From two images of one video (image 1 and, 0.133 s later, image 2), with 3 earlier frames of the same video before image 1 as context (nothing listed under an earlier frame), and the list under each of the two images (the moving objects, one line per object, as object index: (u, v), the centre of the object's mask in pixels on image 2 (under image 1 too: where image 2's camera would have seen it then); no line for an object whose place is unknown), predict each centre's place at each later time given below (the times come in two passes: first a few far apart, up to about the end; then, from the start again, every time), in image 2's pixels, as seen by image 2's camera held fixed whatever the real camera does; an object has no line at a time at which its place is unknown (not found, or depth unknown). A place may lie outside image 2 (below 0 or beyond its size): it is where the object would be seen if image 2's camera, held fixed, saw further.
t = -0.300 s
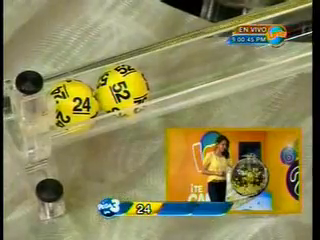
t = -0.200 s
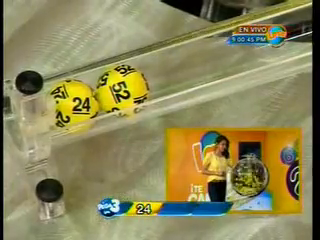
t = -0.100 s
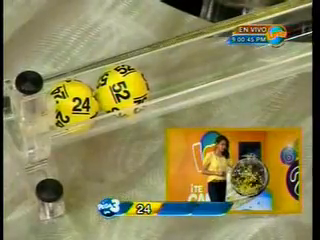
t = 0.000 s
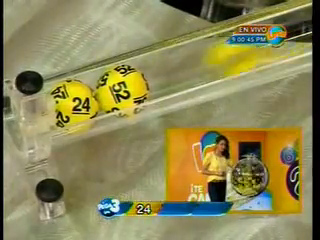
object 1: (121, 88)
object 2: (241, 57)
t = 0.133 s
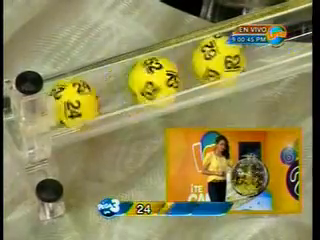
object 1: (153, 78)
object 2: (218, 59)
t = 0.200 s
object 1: (155, 78)
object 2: (220, 60)
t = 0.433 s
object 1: (123, 83)
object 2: (176, 63)
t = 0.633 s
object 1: (124, 85)
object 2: (173, 64)
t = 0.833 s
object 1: (124, 84)
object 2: (173, 64)
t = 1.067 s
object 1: (124, 84)
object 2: (173, 64)
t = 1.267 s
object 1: (124, 84)
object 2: (173, 64)
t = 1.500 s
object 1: (124, 85)
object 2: (173, 64)
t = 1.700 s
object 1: (123, 85)
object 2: (173, 64)
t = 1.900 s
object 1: (123, 85)
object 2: (173, 64)
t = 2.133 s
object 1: (123, 85)
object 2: (172, 64)
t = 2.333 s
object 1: (124, 85)
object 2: (173, 64)
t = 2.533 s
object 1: (124, 85)
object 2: (173, 63)
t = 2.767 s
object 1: (123, 85)
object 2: (173, 63)
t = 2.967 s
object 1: (123, 85)
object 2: (173, 63)
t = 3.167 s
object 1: (123, 85)
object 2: (173, 63)
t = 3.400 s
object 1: (124, 85)
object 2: (173, 63)
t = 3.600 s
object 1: (124, 85)
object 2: (173, 63)
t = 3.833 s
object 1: (123, 85)
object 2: (173, 63)
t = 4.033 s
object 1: (123, 84)
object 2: (173, 64)
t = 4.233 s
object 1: (123, 85)
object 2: (173, 64)
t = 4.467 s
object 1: (123, 85)
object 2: (173, 64)
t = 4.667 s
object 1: (123, 85)
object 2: (173, 64)
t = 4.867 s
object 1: (124, 85)
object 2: (173, 64)
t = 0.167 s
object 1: (155, 78)
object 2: (221, 60)
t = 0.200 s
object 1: (155, 78)
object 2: (220, 60)
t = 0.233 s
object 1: (150, 65)
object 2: (216, 61)
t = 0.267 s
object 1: (154, 65)
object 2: (210, 63)
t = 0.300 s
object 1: (149, 70)
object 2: (202, 65)
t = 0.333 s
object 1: (135, 84)
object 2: (193, 66)
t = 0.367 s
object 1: (124, 82)
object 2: (183, 63)
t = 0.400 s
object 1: (124, 83)
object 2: (180, 63)
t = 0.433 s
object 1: (123, 83)
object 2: (176, 63)
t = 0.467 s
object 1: (123, 84)
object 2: (174, 64)
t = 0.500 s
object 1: (123, 84)
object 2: (173, 65)
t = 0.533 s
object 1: (123, 85)
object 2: (173, 64)
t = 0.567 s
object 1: (123, 85)
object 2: (173, 64)
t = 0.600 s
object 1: (123, 84)
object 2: (173, 64)
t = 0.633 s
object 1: (124, 85)
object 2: (173, 64)
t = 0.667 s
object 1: (124, 84)
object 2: (173, 64)
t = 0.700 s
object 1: (124, 85)
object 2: (173, 64)
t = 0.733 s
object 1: (124, 85)
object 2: (173, 64)
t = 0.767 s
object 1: (124, 84)
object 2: (174, 63)
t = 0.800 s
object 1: (124, 84)
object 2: (173, 64)
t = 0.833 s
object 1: (124, 84)
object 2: (173, 64)
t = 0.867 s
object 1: (124, 84)
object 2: (173, 64)
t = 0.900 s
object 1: (124, 84)
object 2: (173, 64)
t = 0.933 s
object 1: (124, 84)
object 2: (173, 64)
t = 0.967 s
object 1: (124, 85)
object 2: (173, 64)
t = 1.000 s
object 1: (124, 84)
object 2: (173, 64)
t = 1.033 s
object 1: (123, 84)
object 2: (173, 64)
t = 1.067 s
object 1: (124, 84)
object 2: (173, 64)
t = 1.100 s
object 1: (124, 84)
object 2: (173, 64)
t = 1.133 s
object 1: (124, 84)
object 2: (173, 64)
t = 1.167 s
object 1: (124, 84)
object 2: (173, 64)
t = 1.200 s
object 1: (124, 85)
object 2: (173, 64)
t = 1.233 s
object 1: (124, 85)
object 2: (173, 64)
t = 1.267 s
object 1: (124, 84)
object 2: (173, 64)
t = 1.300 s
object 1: (124, 85)
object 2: (173, 64)
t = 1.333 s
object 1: (124, 85)
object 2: (173, 64)
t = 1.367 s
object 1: (124, 85)
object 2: (173, 64)
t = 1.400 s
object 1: (124, 85)
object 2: (173, 65)
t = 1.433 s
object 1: (124, 85)
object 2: (173, 64)
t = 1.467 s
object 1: (124, 85)
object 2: (173, 64)
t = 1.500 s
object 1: (124, 85)
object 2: (173, 64)
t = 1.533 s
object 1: (123, 85)
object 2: (173, 65)
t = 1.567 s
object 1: (123, 85)
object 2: (173, 65)
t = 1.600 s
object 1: (124, 85)
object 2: (173, 64)
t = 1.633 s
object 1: (123, 85)
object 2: (173, 64)
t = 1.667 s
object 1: (123, 85)
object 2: (173, 64)
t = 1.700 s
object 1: (123, 85)
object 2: (173, 64)
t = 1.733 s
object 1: (123, 85)
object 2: (173, 63)
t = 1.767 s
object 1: (123, 85)
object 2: (173, 64)
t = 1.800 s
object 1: (123, 85)
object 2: (173, 64)
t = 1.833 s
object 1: (123, 85)
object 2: (173, 64)
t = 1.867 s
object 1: (123, 85)
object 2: (173, 63)
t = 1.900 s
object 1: (123, 85)
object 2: (173, 64)
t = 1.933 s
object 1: (123, 85)
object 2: (173, 63)
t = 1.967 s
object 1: (123, 85)
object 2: (173, 63)
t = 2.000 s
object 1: (123, 85)
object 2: (173, 64)
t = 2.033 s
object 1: (123, 85)
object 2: (173, 63)
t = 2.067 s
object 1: (123, 85)
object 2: (173, 63)
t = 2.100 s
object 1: (123, 85)
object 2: (173, 63)
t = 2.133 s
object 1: (123, 85)
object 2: (172, 64)
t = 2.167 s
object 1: (123, 85)
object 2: (173, 64)
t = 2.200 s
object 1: (123, 85)
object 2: (173, 64)
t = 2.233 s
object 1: (123, 84)
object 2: (173, 64)
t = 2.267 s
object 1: (124, 85)
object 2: (173, 64)
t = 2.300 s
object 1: (124, 85)
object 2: (173, 64)
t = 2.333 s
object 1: (124, 85)
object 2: (173, 64)
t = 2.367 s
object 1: (124, 85)
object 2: (173, 64)
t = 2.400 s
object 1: (124, 85)
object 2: (173, 63)
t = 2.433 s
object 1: (124, 85)
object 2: (173, 63)
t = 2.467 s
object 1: (124, 85)
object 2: (173, 64)
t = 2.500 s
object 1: (124, 85)
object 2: (173, 63)
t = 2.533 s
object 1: (124, 85)
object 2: (173, 63)
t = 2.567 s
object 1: (124, 85)
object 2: (173, 63)
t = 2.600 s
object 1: (124, 85)
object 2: (173, 63)
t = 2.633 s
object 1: (124, 85)
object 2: (173, 63)
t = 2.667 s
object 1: (124, 85)
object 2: (173, 63)
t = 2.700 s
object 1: (124, 85)
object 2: (173, 63)
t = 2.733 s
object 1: (124, 85)
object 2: (173, 63)
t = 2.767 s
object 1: (123, 85)
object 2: (173, 63)
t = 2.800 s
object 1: (124, 85)
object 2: (173, 63)
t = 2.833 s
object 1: (124, 85)
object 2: (173, 63)
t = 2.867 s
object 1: (124, 85)
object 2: (173, 63)
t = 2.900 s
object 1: (123, 85)
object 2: (173, 63)
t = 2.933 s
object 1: (123, 85)
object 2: (173, 63)
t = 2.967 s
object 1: (123, 85)
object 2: (173, 63)
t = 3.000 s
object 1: (123, 85)
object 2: (173, 63)
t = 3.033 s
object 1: (123, 85)
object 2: (173, 63)
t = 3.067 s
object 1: (123, 85)
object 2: (173, 63)
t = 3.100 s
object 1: (123, 85)
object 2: (173, 63)
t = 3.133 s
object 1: (123, 85)
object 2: (173, 63)
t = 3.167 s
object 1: (123, 85)
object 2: (173, 63)
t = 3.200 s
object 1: (123, 85)
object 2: (173, 63)
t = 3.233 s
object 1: (123, 85)
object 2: (173, 63)
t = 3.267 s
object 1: (123, 85)
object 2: (173, 63)
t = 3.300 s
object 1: (123, 85)
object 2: (173, 63)
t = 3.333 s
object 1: (123, 85)
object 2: (173, 63)
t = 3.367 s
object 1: (123, 85)
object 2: (173, 63)
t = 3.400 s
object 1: (124, 85)
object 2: (173, 63)
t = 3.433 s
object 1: (124, 85)
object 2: (173, 63)
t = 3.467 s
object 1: (124, 85)
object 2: (172, 64)
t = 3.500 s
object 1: (123, 85)
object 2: (173, 64)
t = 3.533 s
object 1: (123, 85)
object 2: (173, 63)
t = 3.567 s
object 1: (124, 85)
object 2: (173, 63)
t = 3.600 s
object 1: (124, 85)
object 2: (173, 63)
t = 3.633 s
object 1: (124, 85)
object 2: (173, 64)
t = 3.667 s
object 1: (124, 85)
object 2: (173, 64)
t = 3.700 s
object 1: (124, 85)
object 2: (173, 64)
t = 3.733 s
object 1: (124, 85)
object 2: (173, 64)
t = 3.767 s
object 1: (124, 85)
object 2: (173, 65)
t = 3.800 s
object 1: (124, 85)
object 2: (173, 65)
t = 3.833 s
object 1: (123, 85)
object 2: (173, 63)
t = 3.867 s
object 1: (123, 85)
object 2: (173, 64)
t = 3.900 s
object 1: (123, 85)
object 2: (173, 64)
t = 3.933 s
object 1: (123, 85)
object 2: (173, 64)
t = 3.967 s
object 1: (123, 85)
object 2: (172, 64)
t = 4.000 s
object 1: (123, 85)
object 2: (173, 64)
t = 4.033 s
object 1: (123, 84)
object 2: (173, 64)
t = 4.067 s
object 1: (123, 85)
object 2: (172, 64)
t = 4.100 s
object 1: (123, 85)
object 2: (172, 64)
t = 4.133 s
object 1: (123, 85)
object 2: (172, 64)
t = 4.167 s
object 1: (123, 85)
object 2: (172, 64)
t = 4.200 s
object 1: (123, 85)
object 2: (173, 64)
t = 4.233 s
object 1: (123, 85)
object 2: (173, 64)
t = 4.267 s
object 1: (123, 85)
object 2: (173, 64)
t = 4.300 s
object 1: (123, 85)
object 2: (173, 64)
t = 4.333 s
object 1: (123, 85)
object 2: (173, 64)
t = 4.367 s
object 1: (124, 85)
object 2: (173, 64)
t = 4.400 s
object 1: (124, 85)
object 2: (173, 64)
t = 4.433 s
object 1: (123, 85)
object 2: (173, 64)
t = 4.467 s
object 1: (123, 85)
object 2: (173, 64)
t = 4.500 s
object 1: (124, 85)
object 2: (173, 64)
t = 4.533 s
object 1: (123, 84)
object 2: (173, 64)
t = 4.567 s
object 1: (123, 85)
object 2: (173, 64)
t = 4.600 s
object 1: (124, 85)
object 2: (173, 64)
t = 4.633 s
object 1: (124, 84)
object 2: (173, 64)
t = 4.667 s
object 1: (123, 85)
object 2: (173, 64)
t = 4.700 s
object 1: (123, 85)
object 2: (173, 64)
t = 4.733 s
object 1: (124, 85)
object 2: (173, 64)
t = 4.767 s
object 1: (124, 85)
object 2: (173, 63)
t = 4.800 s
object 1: (124, 85)
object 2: (173, 63)
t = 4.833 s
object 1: (124, 85)
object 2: (173, 64)
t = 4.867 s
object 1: (124, 85)
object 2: (173, 64)
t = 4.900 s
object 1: (124, 85)
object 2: (174, 64)
